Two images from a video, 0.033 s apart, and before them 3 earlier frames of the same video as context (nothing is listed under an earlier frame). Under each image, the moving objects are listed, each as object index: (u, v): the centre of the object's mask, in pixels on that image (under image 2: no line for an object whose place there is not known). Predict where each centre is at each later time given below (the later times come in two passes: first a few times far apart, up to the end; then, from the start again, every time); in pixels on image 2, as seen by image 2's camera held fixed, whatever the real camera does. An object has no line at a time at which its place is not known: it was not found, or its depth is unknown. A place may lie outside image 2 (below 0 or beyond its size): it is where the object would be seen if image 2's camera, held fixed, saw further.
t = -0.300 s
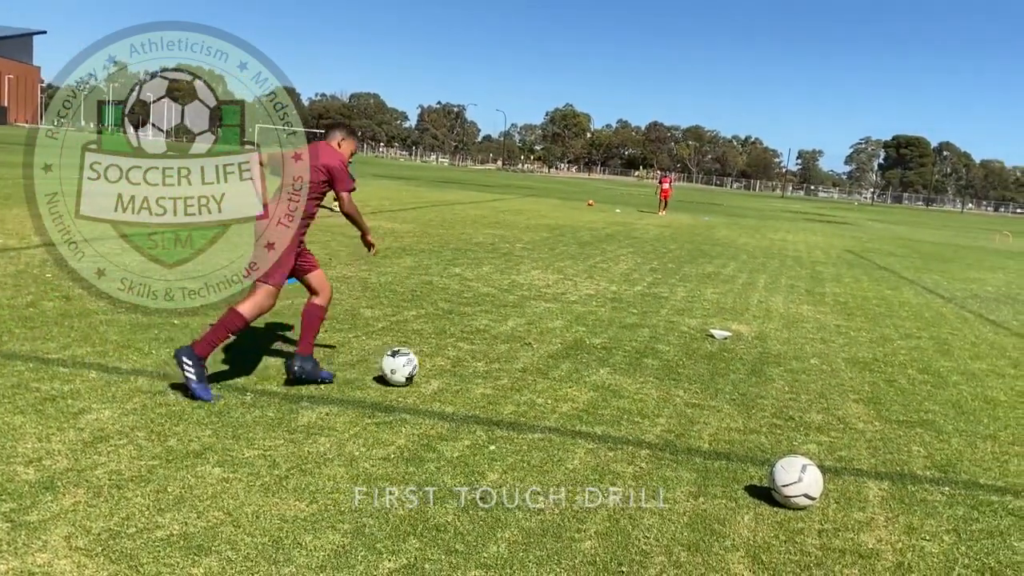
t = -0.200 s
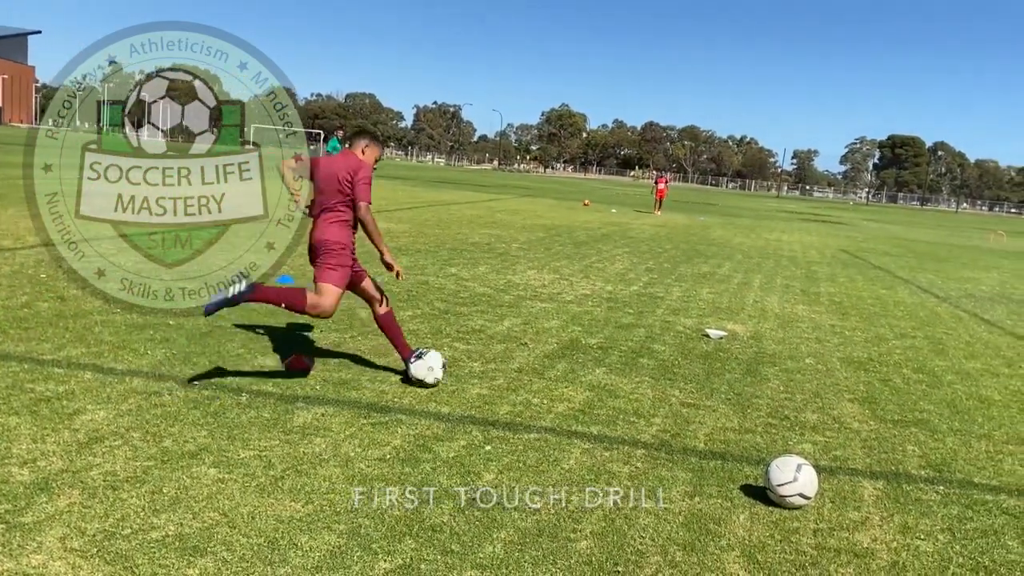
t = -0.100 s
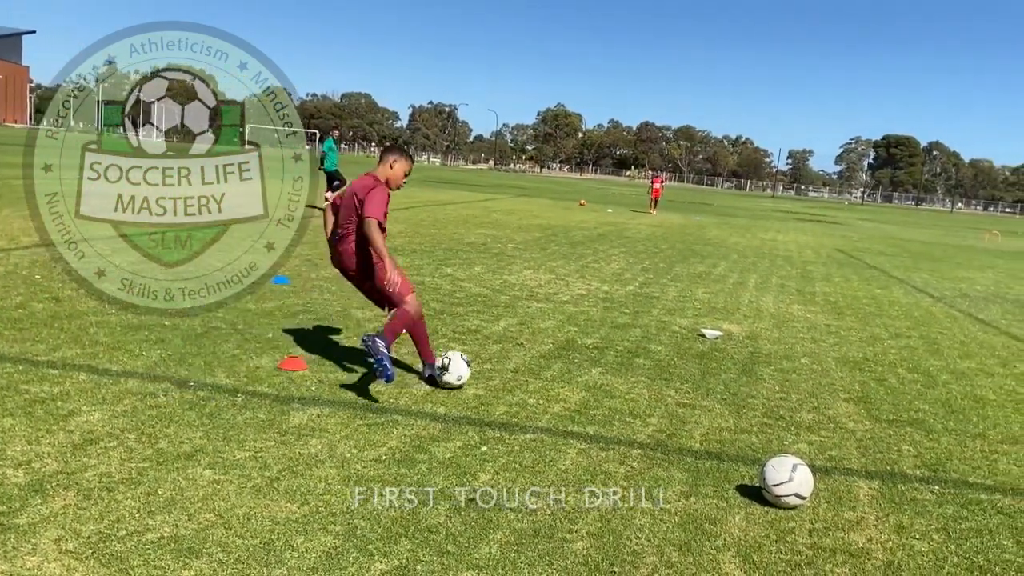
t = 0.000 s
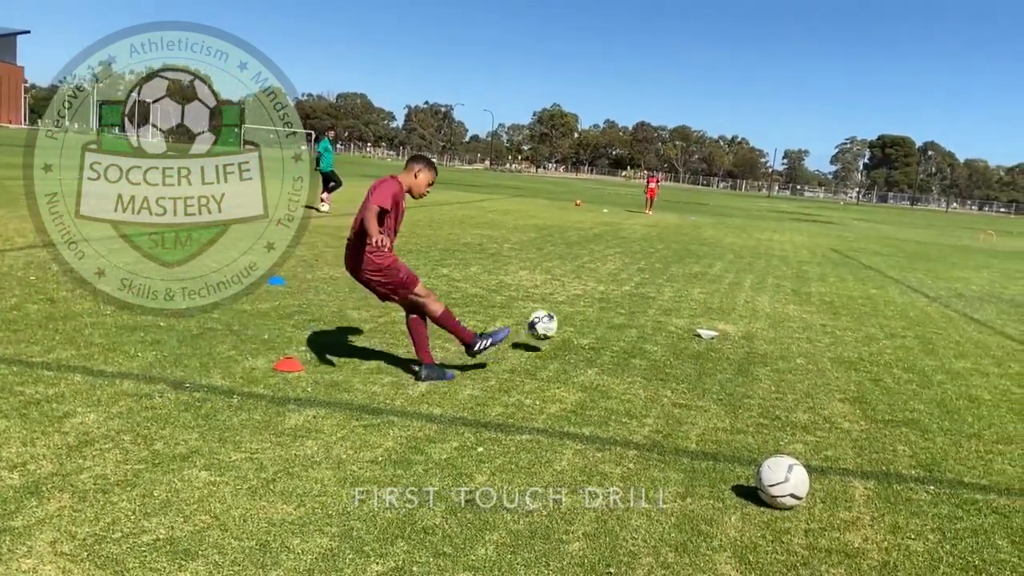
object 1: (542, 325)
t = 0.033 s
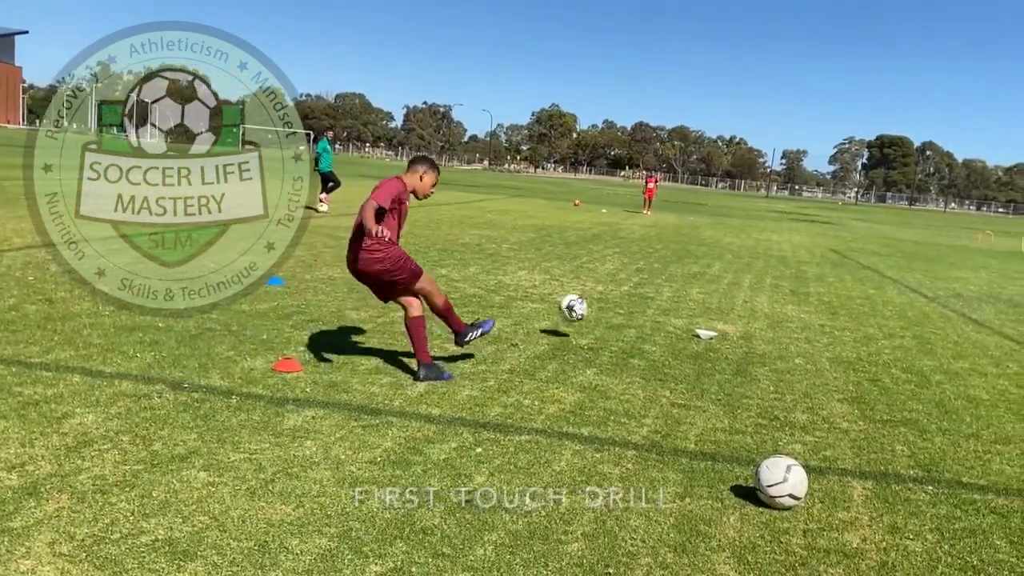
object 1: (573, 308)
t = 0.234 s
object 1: (677, 262)
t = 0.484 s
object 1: (718, 246)
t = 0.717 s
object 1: (732, 235)
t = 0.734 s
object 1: (732, 235)
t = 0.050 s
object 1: (587, 301)
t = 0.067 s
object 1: (599, 295)
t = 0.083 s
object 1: (610, 289)
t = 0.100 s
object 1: (620, 284)
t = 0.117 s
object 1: (630, 280)
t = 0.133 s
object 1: (638, 276)
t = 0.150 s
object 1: (646, 273)
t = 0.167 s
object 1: (653, 270)
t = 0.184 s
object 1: (660, 268)
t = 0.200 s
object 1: (666, 266)
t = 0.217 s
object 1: (671, 264)
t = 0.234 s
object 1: (677, 262)
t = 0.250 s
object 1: (682, 261)
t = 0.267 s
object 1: (686, 261)
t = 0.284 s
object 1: (689, 260)
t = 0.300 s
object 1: (692, 260)
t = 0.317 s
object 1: (696, 260)
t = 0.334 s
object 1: (699, 260)
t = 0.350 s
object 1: (702, 260)
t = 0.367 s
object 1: (704, 260)
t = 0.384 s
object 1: (707, 261)
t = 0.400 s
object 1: (709, 261)
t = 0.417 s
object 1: (711, 259)
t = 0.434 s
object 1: (712, 256)
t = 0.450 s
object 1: (715, 252)
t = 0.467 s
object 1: (716, 249)
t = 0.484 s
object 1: (718, 246)
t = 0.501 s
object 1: (720, 244)
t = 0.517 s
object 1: (721, 242)
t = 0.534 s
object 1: (723, 240)
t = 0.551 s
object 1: (724, 239)
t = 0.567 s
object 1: (725, 237)
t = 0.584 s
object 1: (726, 236)
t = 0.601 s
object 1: (727, 235)
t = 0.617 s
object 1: (728, 235)
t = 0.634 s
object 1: (729, 234)
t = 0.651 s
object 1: (730, 234)
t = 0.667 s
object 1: (731, 234)
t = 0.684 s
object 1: (731, 234)
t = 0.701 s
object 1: (732, 235)
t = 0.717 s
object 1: (732, 235)
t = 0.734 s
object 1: (732, 235)
